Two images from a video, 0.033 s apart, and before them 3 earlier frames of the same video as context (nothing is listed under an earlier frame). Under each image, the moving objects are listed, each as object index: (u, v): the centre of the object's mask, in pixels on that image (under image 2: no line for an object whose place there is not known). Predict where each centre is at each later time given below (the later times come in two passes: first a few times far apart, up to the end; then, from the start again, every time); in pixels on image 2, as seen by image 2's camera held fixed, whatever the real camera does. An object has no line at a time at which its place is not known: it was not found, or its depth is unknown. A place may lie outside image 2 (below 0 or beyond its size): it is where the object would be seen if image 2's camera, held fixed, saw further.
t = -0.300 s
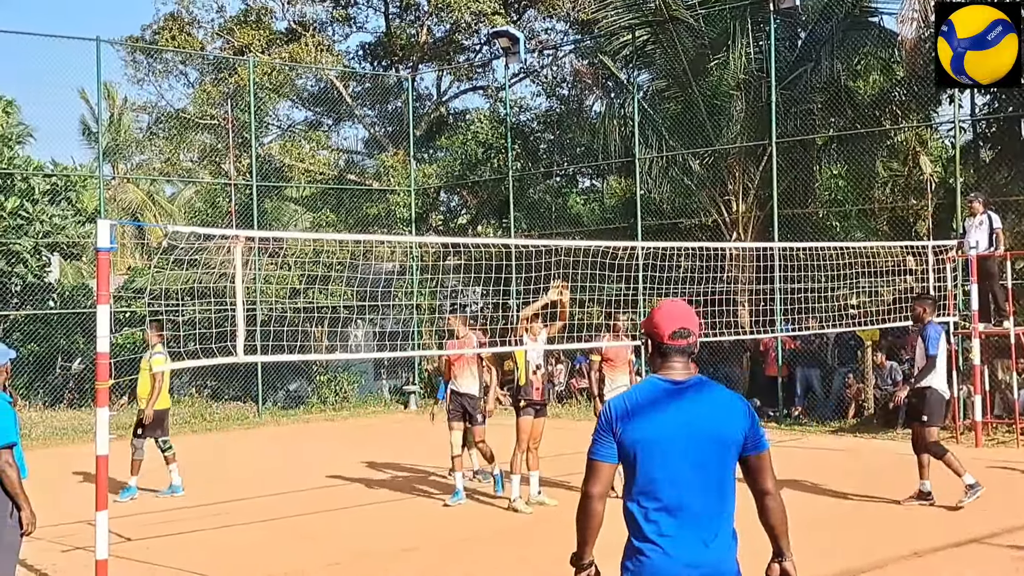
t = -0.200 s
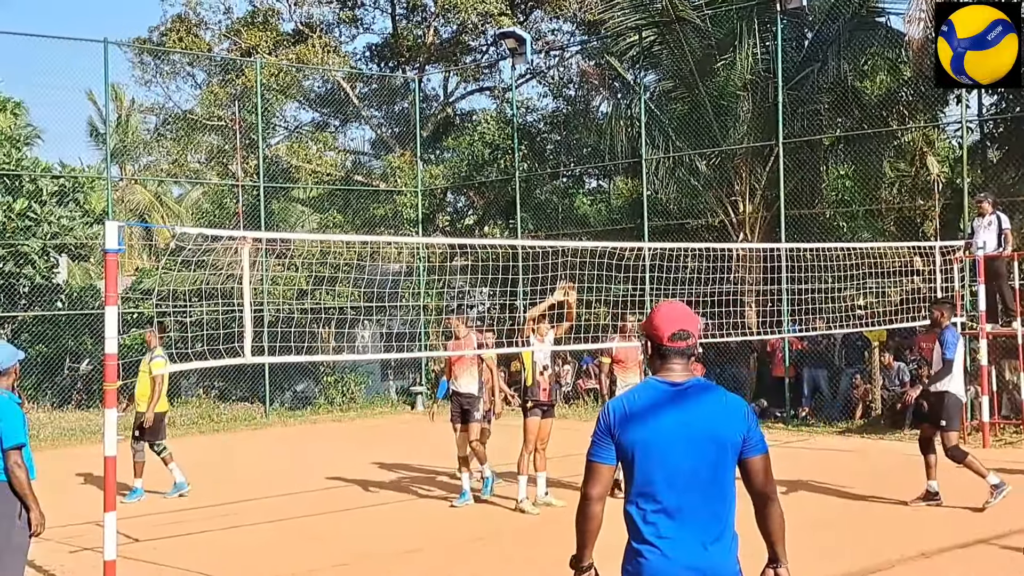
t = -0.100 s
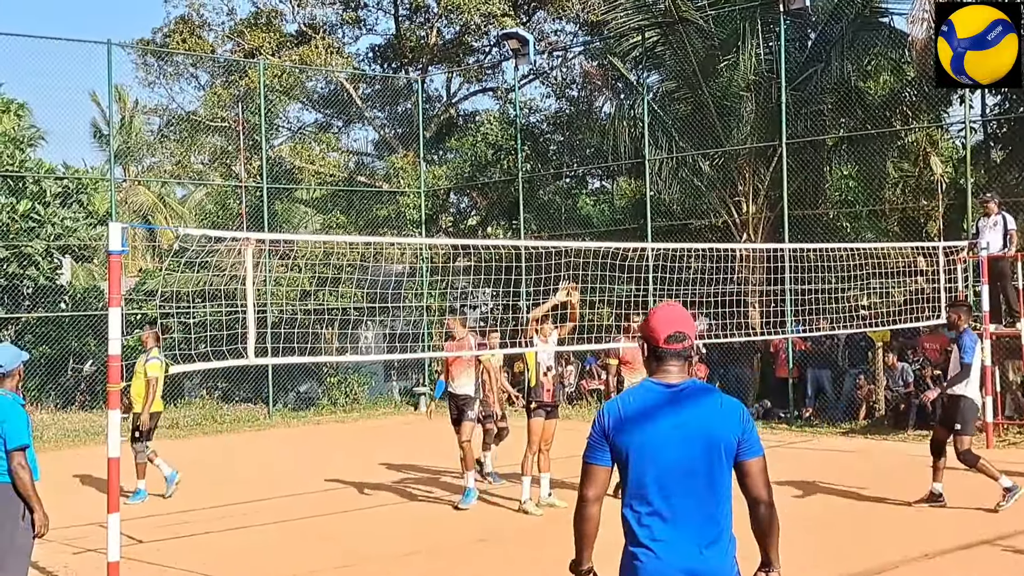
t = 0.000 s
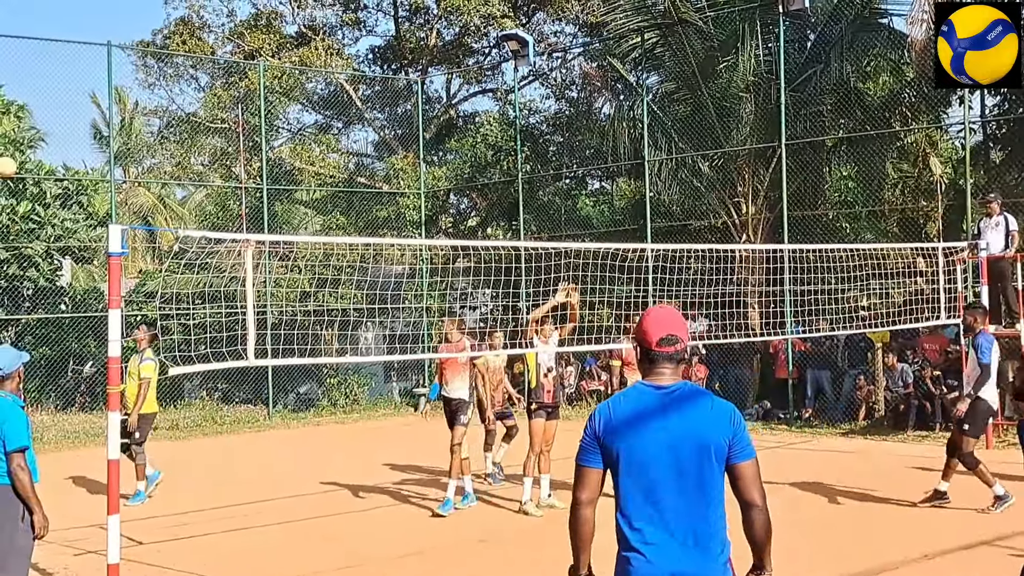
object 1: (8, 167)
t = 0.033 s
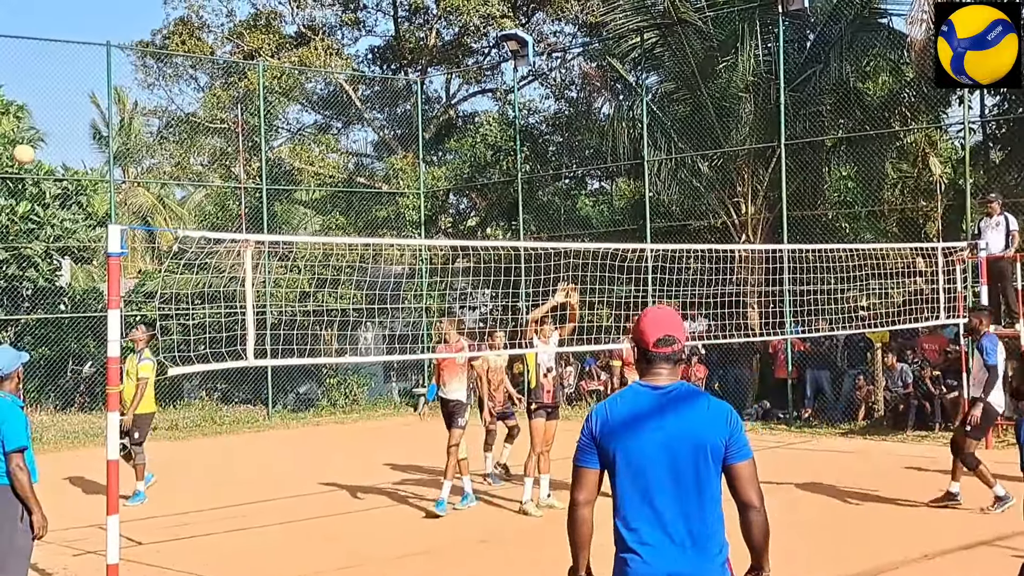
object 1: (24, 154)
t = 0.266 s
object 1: (174, 87)
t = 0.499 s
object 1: (371, 66)
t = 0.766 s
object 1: (661, 129)
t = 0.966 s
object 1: (952, 274)
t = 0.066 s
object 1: (43, 142)
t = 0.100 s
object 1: (63, 131)
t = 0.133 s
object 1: (84, 121)
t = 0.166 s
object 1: (104, 111)
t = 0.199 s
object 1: (126, 102)
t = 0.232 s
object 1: (150, 95)
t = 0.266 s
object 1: (174, 87)
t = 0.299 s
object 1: (200, 82)
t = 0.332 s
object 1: (225, 77)
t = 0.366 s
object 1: (253, 73)
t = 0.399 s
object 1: (281, 68)
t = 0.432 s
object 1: (310, 66)
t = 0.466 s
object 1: (340, 66)
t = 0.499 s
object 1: (371, 66)
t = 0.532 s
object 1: (402, 68)
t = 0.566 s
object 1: (435, 71)
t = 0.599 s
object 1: (469, 76)
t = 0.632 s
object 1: (504, 83)
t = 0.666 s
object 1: (541, 91)
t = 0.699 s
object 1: (579, 102)
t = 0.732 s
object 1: (620, 114)
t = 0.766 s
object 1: (661, 129)
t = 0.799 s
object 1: (704, 146)
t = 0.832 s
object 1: (748, 165)
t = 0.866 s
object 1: (795, 188)
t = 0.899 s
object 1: (844, 213)
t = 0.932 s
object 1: (895, 241)
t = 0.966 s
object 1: (952, 274)
